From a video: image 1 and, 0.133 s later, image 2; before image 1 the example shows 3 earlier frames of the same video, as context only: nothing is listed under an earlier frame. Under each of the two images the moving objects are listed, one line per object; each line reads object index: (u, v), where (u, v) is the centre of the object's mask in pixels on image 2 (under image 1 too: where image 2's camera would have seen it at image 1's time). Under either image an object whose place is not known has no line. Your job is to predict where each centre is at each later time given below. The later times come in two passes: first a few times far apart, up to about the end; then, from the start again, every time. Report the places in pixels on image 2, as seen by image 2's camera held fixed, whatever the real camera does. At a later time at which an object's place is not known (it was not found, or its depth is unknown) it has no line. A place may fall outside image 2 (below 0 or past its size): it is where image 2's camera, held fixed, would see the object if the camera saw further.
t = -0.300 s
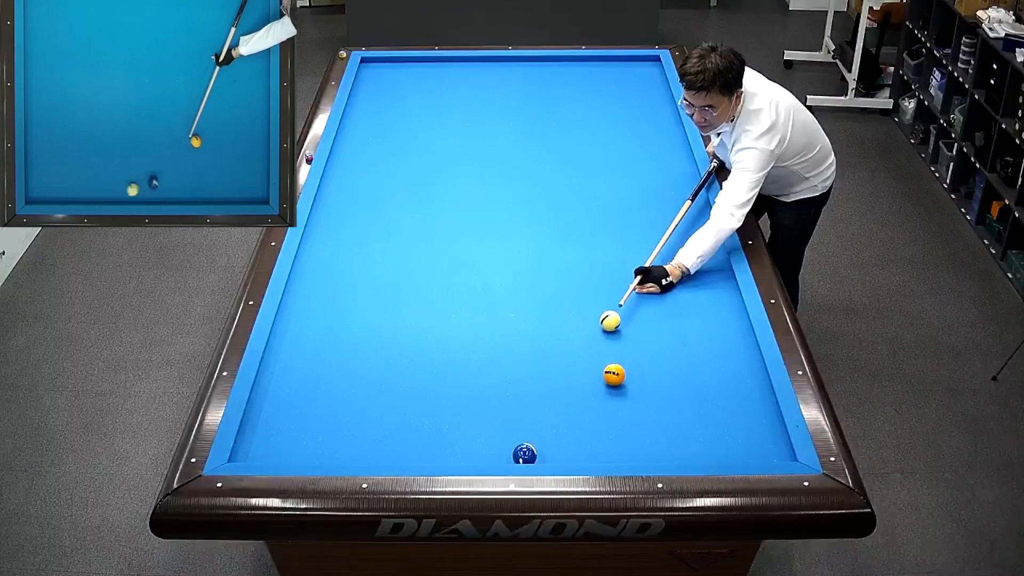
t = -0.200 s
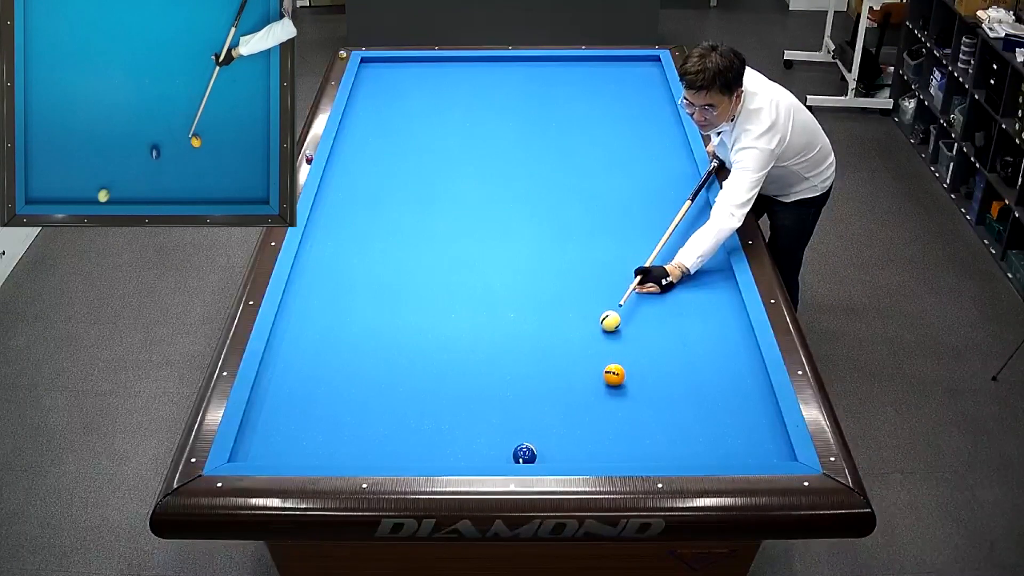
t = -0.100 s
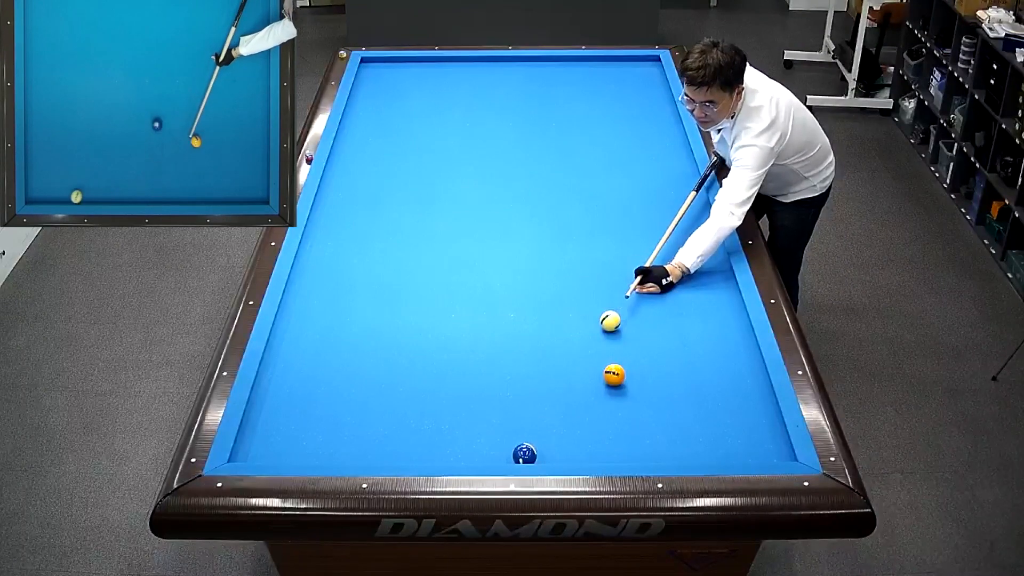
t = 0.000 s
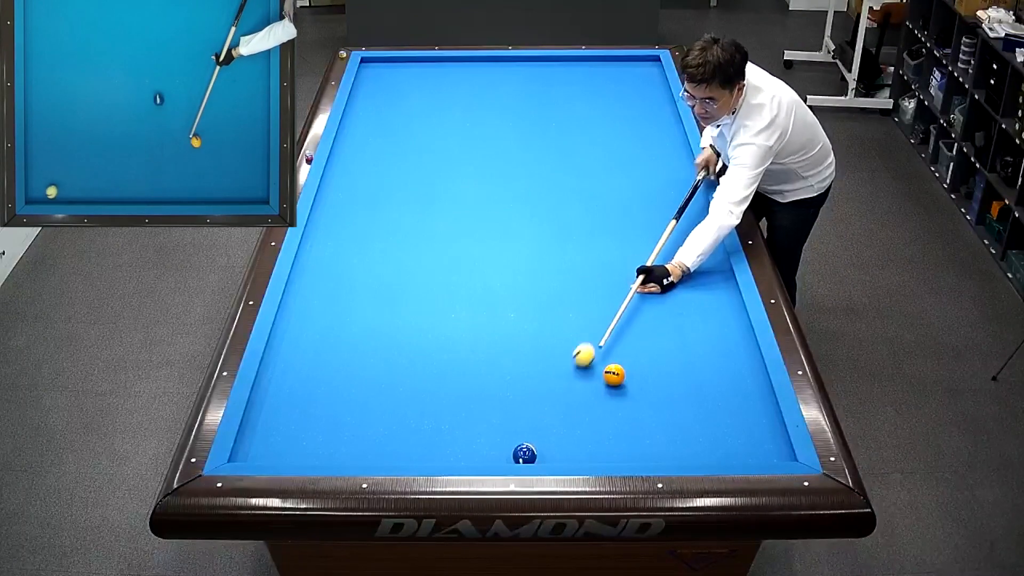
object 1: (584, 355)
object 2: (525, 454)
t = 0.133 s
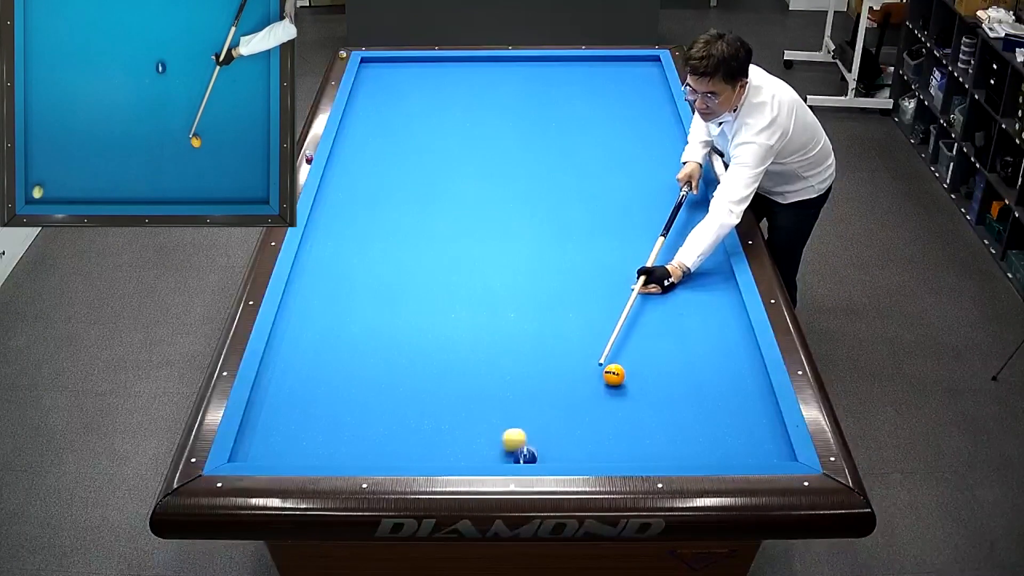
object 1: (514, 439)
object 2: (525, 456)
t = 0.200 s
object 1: (470, 444)
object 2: (527, 425)
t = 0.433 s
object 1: (325, 450)
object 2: (534, 340)
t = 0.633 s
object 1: (264, 447)
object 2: (538, 288)
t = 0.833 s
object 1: (335, 452)
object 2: (541, 244)
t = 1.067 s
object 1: (397, 443)
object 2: (545, 200)
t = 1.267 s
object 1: (446, 435)
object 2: (547, 166)
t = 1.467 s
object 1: (494, 427)
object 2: (550, 136)
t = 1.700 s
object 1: (548, 418)
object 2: (552, 106)
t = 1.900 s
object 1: (593, 410)
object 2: (554, 82)
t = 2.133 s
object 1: (643, 402)
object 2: (556, 60)
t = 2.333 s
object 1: (685, 395)
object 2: (560, 75)
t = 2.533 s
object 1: (725, 388)
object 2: (564, 87)
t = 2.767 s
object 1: (752, 379)
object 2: (568, 101)
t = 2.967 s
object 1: (727, 369)
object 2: (572, 114)
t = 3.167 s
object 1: (703, 359)
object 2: (576, 127)
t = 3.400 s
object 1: (677, 349)
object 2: (581, 144)
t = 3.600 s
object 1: (656, 340)
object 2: (586, 158)
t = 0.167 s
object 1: (492, 442)
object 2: (526, 441)
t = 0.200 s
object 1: (470, 444)
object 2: (527, 425)
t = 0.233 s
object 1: (448, 447)
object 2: (528, 411)
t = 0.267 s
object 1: (426, 450)
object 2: (529, 397)
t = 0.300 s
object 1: (403, 452)
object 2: (530, 384)
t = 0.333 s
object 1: (381, 455)
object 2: (531, 372)
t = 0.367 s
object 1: (361, 454)
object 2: (532, 361)
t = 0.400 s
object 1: (344, 452)
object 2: (533, 350)
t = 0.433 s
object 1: (325, 450)
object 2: (534, 340)
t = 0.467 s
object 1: (308, 448)
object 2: (535, 330)
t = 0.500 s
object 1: (290, 445)
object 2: (535, 322)
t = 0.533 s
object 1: (272, 444)
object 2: (536, 313)
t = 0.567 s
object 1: (254, 443)
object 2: (536, 305)
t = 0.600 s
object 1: (249, 443)
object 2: (537, 296)
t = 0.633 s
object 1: (264, 447)
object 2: (538, 288)
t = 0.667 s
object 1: (277, 449)
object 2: (539, 281)
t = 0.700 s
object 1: (290, 452)
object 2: (539, 274)
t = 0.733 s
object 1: (302, 454)
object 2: (540, 266)
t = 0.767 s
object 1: (314, 455)
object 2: (540, 258)
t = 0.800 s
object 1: (325, 453)
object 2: (541, 251)
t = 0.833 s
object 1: (335, 452)
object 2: (541, 244)
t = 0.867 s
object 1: (345, 451)
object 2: (542, 237)
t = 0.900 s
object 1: (354, 450)
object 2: (542, 231)
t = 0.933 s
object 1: (363, 448)
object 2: (543, 224)
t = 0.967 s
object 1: (371, 447)
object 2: (543, 218)
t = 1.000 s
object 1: (380, 446)
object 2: (544, 212)
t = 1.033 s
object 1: (388, 444)
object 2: (544, 205)
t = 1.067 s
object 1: (397, 443)
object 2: (545, 200)
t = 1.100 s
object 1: (405, 441)
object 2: (545, 194)
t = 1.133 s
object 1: (413, 440)
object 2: (546, 188)
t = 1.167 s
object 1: (422, 438)
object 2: (546, 182)
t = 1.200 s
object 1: (430, 437)
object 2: (547, 177)
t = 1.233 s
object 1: (438, 436)
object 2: (547, 171)
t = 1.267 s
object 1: (446, 435)
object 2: (547, 166)
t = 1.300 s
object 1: (454, 433)
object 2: (548, 161)
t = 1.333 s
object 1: (463, 432)
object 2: (548, 156)
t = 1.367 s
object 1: (471, 431)
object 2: (549, 151)
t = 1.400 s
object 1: (478, 429)
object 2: (549, 146)
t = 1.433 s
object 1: (486, 428)
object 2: (549, 141)
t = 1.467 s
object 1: (494, 427)
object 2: (550, 136)
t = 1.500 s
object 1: (502, 425)
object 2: (550, 132)
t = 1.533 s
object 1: (510, 424)
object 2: (551, 127)
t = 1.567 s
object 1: (518, 423)
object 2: (551, 123)
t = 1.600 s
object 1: (526, 422)
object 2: (551, 118)
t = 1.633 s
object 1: (533, 420)
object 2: (552, 114)
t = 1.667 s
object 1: (541, 419)
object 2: (552, 110)
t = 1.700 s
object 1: (548, 418)
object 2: (552, 106)
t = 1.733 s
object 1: (556, 416)
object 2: (552, 102)
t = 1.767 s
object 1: (564, 415)
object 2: (553, 98)
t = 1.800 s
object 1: (571, 414)
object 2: (553, 94)
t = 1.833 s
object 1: (578, 413)
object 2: (553, 90)
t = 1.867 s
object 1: (586, 412)
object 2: (554, 86)
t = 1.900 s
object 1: (593, 410)
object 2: (554, 82)
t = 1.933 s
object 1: (601, 409)
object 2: (554, 79)
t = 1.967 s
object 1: (608, 408)
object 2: (555, 76)
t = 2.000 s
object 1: (615, 406)
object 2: (555, 72)
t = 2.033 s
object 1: (622, 405)
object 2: (555, 68)
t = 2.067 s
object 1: (629, 404)
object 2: (555, 65)
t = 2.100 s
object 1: (636, 403)
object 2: (555, 61)
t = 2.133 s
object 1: (643, 402)
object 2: (556, 60)
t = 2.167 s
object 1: (651, 401)
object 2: (557, 62)
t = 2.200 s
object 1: (658, 399)
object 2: (557, 65)
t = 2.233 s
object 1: (665, 399)
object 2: (558, 67)
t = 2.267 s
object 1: (671, 397)
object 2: (558, 70)
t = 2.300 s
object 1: (678, 396)
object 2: (559, 72)
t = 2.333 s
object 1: (685, 395)
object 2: (560, 75)
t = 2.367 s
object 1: (692, 394)
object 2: (560, 77)
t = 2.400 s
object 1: (698, 393)
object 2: (561, 79)
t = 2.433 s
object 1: (705, 392)
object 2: (561, 81)
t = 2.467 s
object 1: (712, 391)
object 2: (562, 83)
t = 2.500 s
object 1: (718, 389)
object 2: (563, 85)
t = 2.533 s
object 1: (725, 388)
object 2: (564, 87)
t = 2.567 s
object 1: (731, 387)
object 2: (564, 89)
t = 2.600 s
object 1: (738, 386)
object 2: (565, 91)
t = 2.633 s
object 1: (744, 385)
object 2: (565, 93)
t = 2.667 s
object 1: (751, 384)
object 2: (566, 95)
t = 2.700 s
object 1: (757, 383)
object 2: (567, 97)
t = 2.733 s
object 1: (758, 381)
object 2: (567, 99)
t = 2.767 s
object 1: (752, 379)
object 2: (568, 101)
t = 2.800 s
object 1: (747, 378)
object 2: (569, 103)
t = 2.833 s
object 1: (743, 376)
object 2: (569, 105)
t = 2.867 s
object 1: (739, 374)
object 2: (570, 108)
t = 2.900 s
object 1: (734, 373)
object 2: (571, 109)
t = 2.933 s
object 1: (730, 371)
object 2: (571, 112)
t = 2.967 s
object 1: (727, 369)
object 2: (572, 114)
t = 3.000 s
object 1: (723, 368)
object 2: (573, 116)
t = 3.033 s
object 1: (719, 366)
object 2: (573, 118)
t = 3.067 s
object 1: (714, 364)
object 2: (574, 121)
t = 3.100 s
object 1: (711, 362)
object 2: (575, 123)
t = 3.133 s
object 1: (706, 361)
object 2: (576, 125)
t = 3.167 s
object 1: (703, 359)
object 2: (576, 127)
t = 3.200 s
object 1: (699, 358)
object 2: (577, 130)
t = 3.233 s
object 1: (695, 356)
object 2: (578, 132)
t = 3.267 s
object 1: (692, 354)
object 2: (578, 134)
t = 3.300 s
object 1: (688, 353)
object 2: (579, 137)
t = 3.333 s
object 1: (684, 351)
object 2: (580, 139)
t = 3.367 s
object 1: (680, 350)
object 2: (581, 142)
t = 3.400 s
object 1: (677, 349)
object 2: (581, 144)
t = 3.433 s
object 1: (674, 347)
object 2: (582, 146)
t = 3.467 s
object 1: (670, 345)
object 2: (583, 148)
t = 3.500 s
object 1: (667, 344)
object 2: (584, 151)
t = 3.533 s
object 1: (663, 343)
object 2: (584, 153)
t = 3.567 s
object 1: (659, 341)
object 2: (585, 156)
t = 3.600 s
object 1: (656, 340)
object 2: (586, 158)
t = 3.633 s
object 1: (653, 338)
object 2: (587, 161)
